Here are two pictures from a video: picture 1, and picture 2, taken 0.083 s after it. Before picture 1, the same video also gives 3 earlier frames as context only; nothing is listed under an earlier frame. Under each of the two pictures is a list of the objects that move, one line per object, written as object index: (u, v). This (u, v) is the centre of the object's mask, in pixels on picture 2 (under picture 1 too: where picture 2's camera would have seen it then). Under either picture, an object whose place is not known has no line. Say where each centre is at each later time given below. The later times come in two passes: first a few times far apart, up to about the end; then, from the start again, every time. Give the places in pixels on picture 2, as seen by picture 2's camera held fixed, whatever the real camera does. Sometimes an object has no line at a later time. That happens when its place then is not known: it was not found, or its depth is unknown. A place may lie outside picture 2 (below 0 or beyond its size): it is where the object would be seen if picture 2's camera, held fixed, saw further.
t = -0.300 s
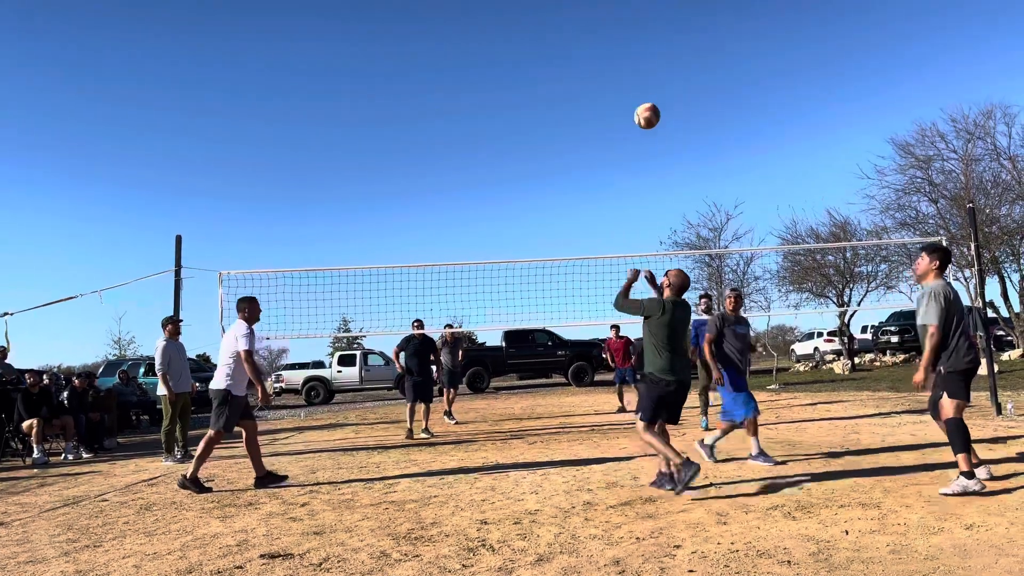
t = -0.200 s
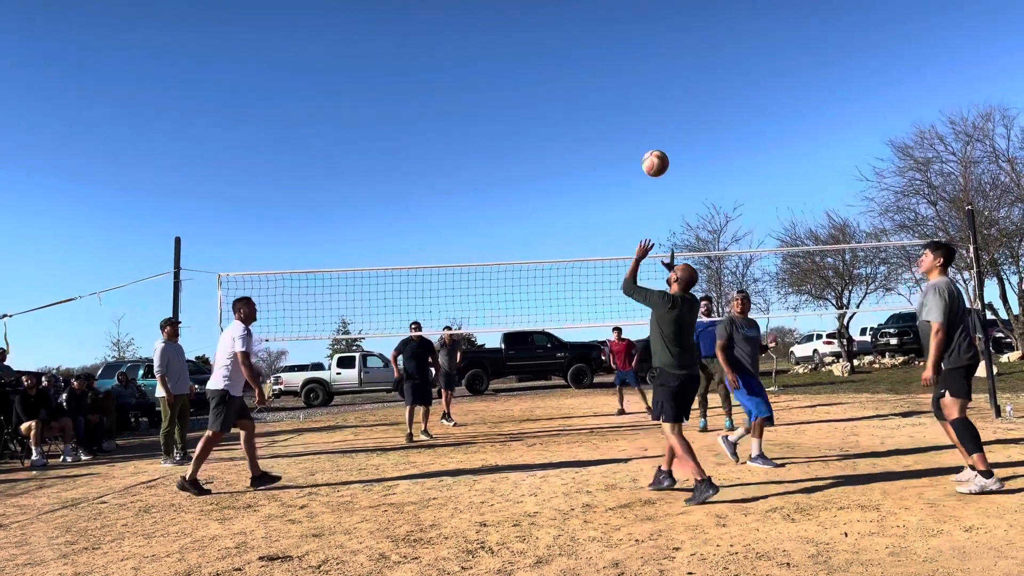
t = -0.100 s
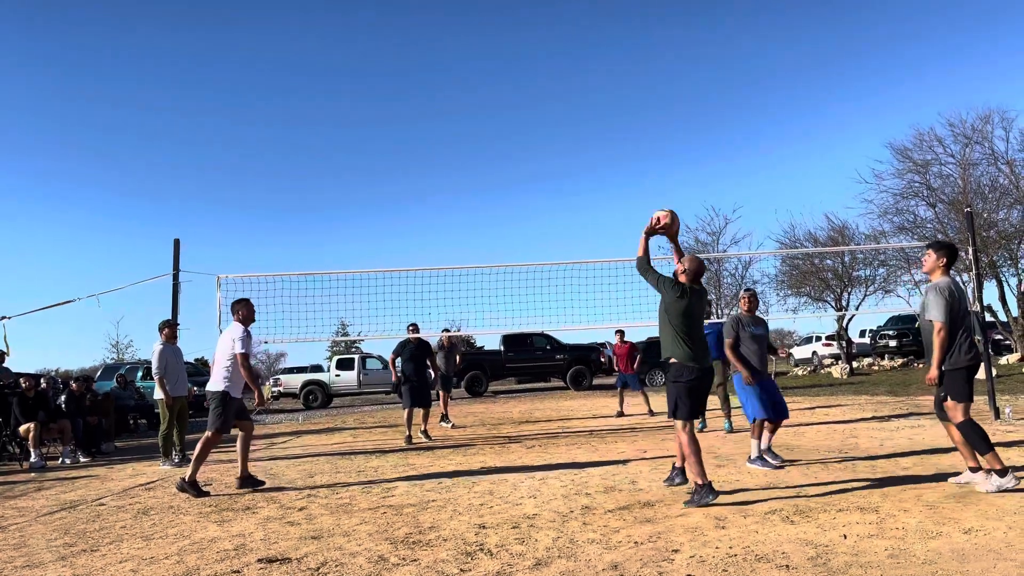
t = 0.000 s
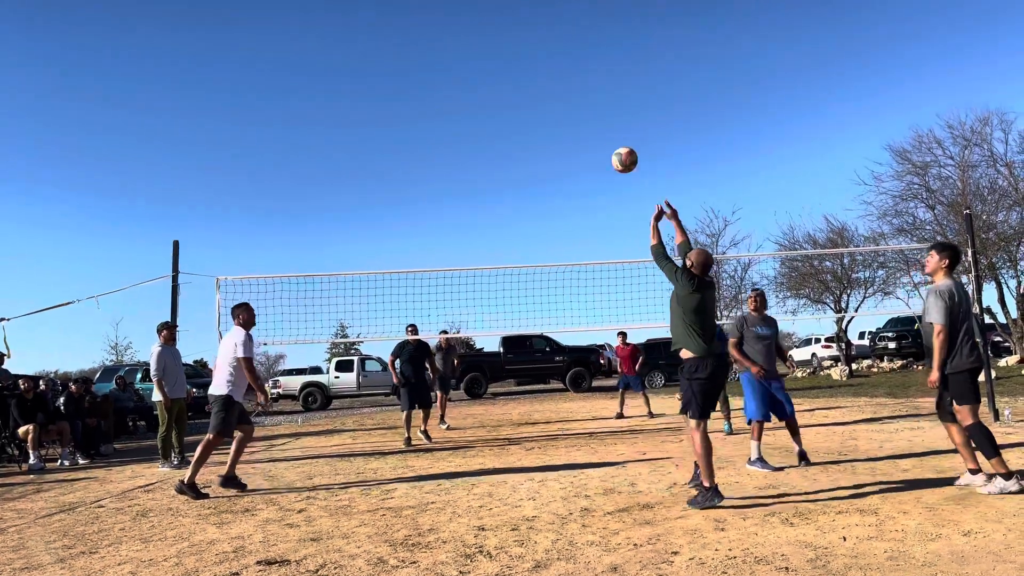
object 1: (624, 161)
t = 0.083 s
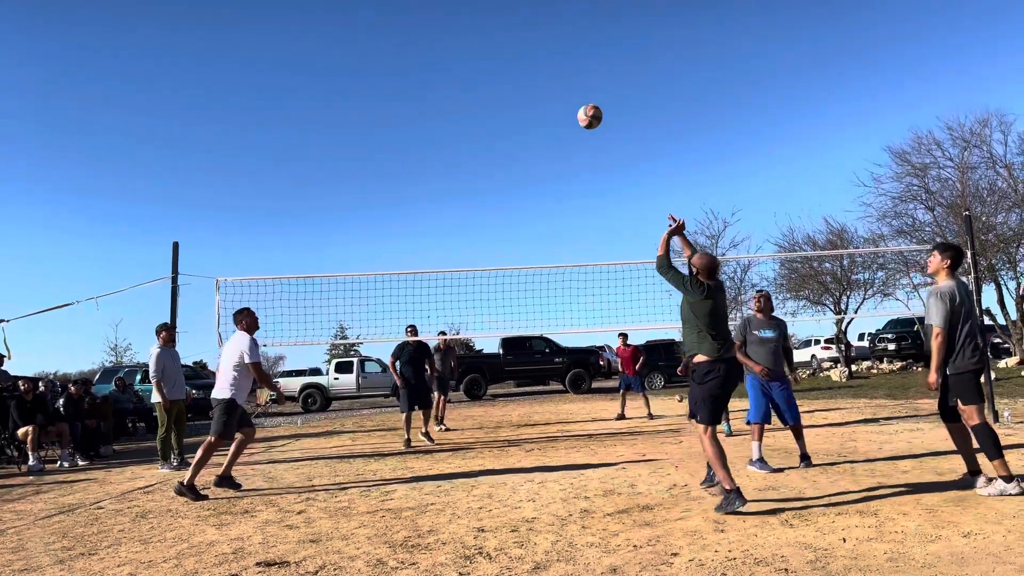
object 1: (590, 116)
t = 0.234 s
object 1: (536, 64)
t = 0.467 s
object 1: (470, 38)
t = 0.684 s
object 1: (423, 60)
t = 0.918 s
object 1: (383, 123)
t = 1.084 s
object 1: (360, 188)
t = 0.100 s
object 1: (583, 109)
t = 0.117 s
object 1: (577, 102)
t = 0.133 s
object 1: (571, 95)
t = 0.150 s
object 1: (565, 89)
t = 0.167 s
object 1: (559, 83)
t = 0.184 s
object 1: (553, 78)
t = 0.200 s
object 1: (547, 73)
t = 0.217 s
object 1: (542, 68)
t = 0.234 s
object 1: (536, 64)
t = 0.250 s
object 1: (531, 60)
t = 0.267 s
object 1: (526, 57)
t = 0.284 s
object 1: (521, 53)
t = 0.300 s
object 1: (516, 51)
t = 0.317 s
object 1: (511, 48)
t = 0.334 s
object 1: (506, 46)
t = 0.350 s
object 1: (501, 44)
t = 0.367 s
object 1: (496, 42)
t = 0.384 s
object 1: (492, 41)
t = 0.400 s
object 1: (487, 40)
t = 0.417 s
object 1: (483, 39)
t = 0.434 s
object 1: (479, 38)
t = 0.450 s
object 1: (474, 38)
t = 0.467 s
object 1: (470, 38)
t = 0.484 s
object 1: (466, 39)
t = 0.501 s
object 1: (462, 39)
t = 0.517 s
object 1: (458, 40)
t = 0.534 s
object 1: (454, 41)
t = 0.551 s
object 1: (450, 42)
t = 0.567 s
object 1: (447, 43)
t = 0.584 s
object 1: (443, 45)
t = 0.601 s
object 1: (440, 47)
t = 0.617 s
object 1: (436, 49)
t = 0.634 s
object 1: (433, 51)
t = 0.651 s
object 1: (429, 54)
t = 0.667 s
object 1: (426, 57)
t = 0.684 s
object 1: (423, 60)
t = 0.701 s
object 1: (420, 63)
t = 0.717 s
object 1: (416, 67)
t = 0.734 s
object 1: (413, 70)
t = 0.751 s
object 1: (410, 74)
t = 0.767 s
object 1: (407, 78)
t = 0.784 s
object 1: (405, 82)
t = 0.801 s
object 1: (402, 87)
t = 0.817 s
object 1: (399, 92)
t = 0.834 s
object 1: (396, 97)
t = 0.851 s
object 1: (393, 101)
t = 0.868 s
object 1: (391, 106)
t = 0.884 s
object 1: (388, 112)
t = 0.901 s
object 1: (385, 117)
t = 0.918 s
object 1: (383, 123)
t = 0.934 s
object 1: (381, 129)
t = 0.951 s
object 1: (378, 135)
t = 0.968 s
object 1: (376, 141)
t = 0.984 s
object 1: (373, 147)
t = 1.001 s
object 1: (371, 153)
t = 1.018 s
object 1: (369, 160)
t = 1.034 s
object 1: (367, 167)
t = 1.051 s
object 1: (365, 174)
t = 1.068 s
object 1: (363, 181)
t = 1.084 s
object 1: (360, 188)
